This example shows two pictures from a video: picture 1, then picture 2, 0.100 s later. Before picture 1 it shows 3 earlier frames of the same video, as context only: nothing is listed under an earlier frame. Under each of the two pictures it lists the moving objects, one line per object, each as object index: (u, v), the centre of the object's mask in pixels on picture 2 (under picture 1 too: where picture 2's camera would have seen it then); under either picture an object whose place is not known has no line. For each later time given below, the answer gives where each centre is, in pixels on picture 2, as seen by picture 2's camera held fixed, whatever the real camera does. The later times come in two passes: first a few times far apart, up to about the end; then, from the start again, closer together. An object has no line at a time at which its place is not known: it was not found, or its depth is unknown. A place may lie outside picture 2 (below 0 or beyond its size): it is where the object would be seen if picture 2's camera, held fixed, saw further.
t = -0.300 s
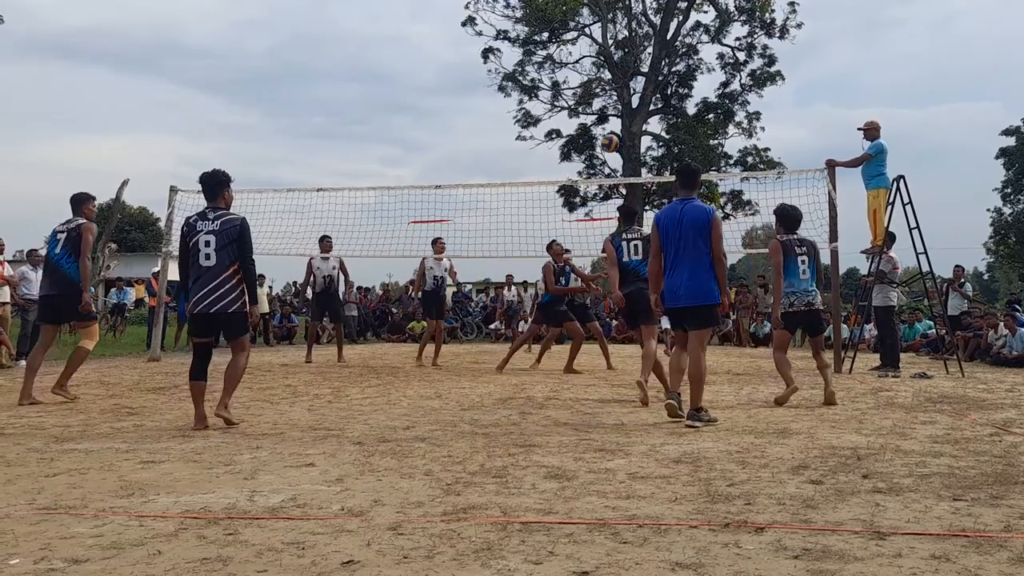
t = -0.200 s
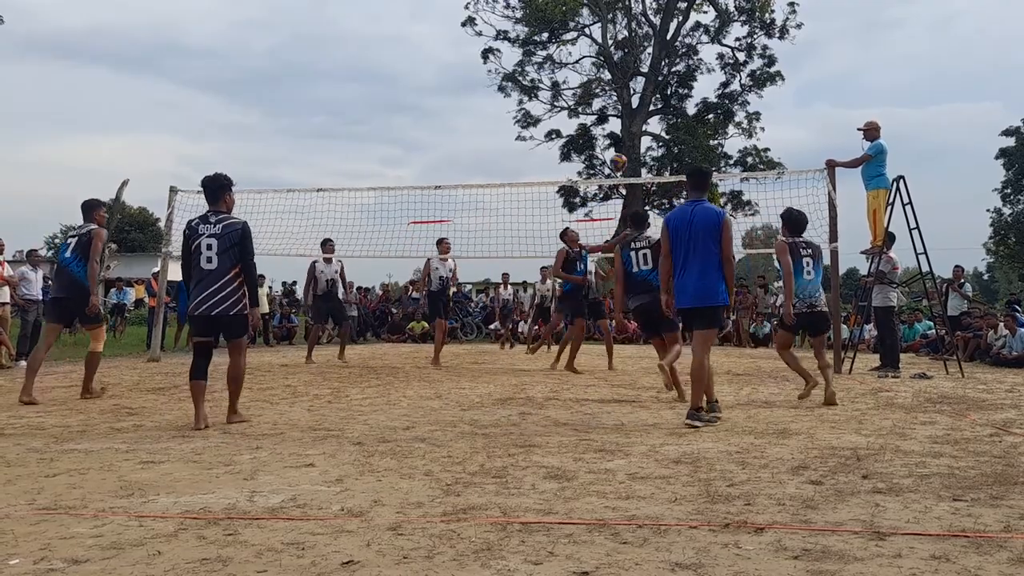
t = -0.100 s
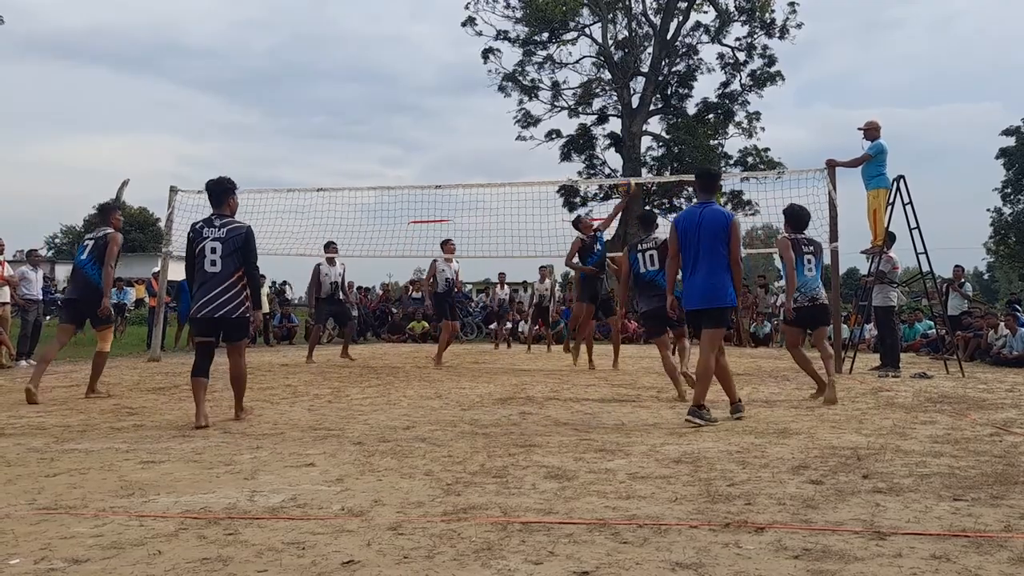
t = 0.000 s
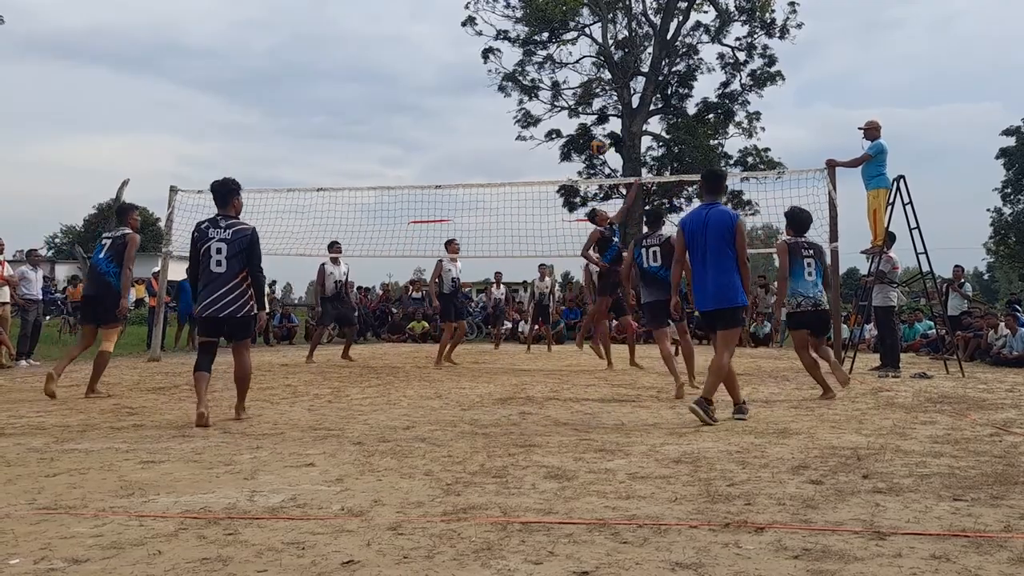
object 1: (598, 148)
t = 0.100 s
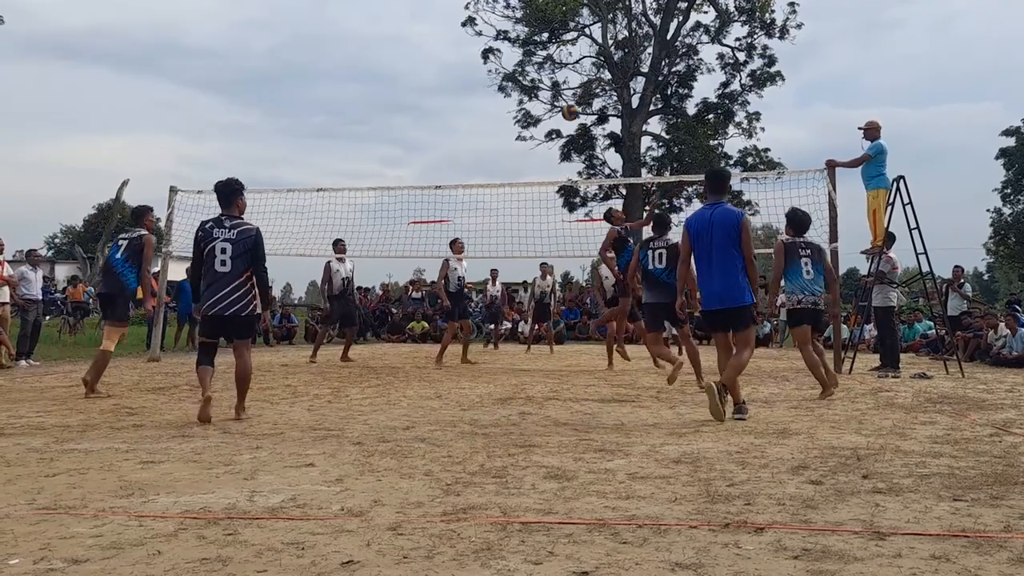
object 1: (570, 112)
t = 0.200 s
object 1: (539, 83)
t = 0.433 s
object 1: (463, 50)
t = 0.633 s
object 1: (391, 58)
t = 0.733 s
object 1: (352, 78)
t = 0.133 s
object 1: (559, 101)
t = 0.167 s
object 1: (550, 92)
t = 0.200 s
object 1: (539, 83)
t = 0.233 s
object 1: (529, 78)
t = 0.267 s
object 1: (519, 71)
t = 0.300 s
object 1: (508, 65)
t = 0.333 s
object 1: (497, 59)
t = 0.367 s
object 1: (488, 54)
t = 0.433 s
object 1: (463, 50)
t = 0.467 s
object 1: (452, 49)
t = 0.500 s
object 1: (440, 48)
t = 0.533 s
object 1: (428, 49)
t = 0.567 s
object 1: (416, 51)
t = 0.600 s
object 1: (404, 54)
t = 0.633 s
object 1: (391, 58)
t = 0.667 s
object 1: (378, 63)
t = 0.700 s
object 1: (365, 70)
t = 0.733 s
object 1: (352, 78)
